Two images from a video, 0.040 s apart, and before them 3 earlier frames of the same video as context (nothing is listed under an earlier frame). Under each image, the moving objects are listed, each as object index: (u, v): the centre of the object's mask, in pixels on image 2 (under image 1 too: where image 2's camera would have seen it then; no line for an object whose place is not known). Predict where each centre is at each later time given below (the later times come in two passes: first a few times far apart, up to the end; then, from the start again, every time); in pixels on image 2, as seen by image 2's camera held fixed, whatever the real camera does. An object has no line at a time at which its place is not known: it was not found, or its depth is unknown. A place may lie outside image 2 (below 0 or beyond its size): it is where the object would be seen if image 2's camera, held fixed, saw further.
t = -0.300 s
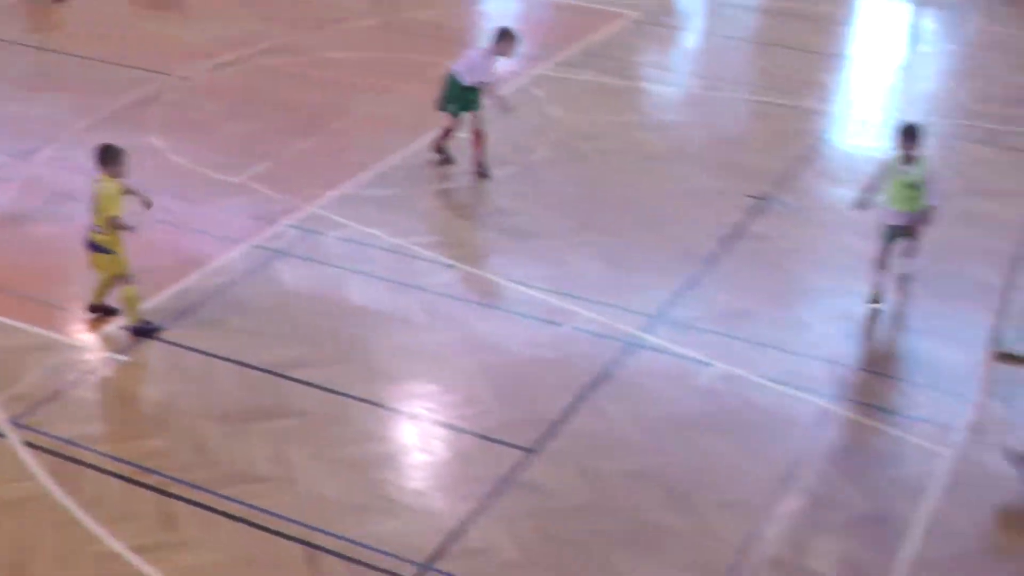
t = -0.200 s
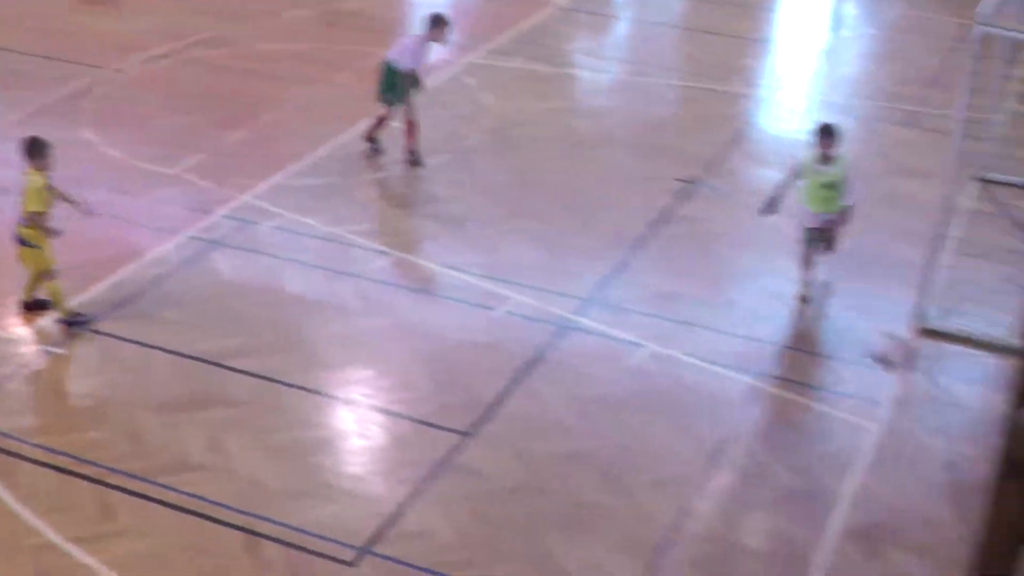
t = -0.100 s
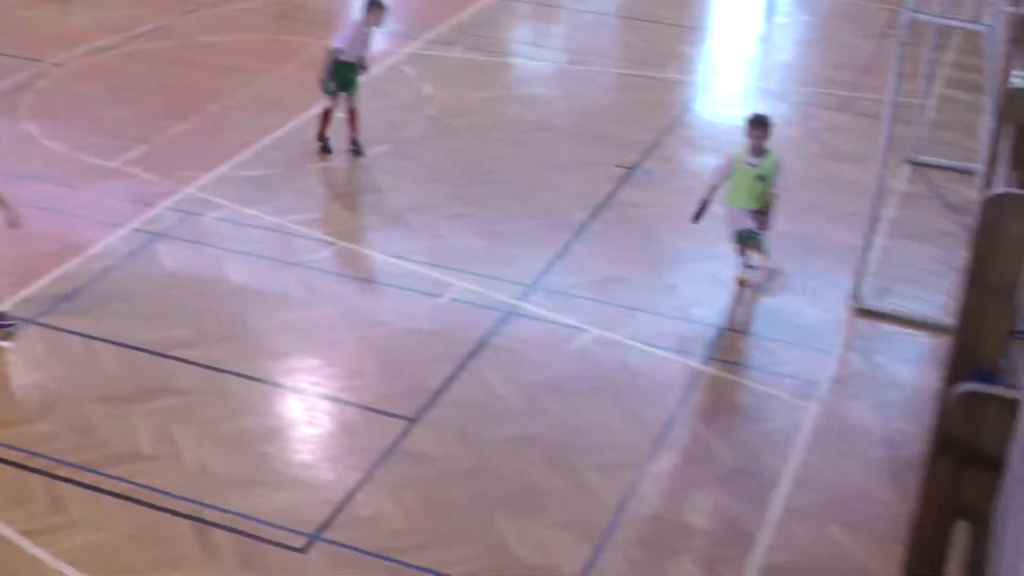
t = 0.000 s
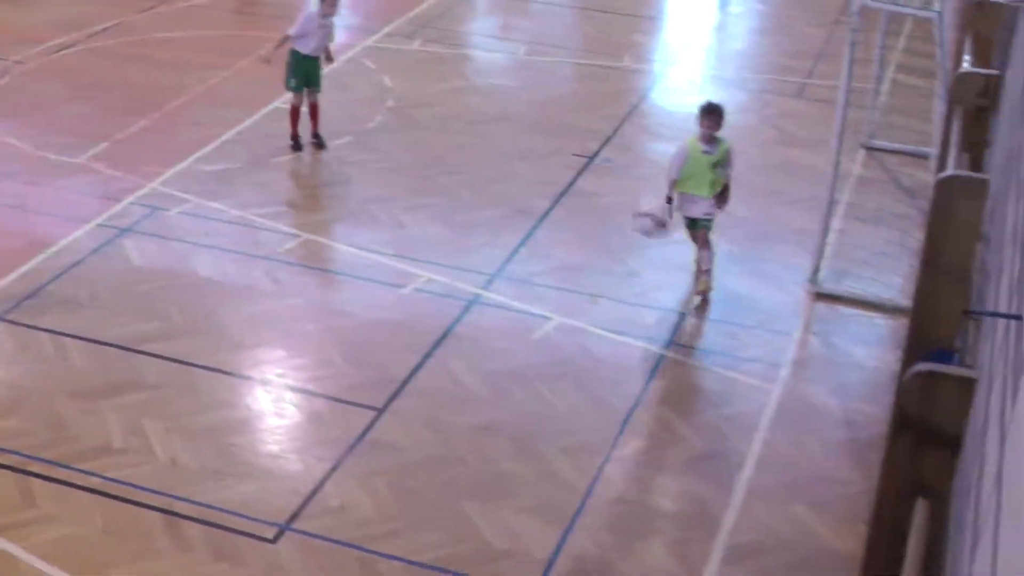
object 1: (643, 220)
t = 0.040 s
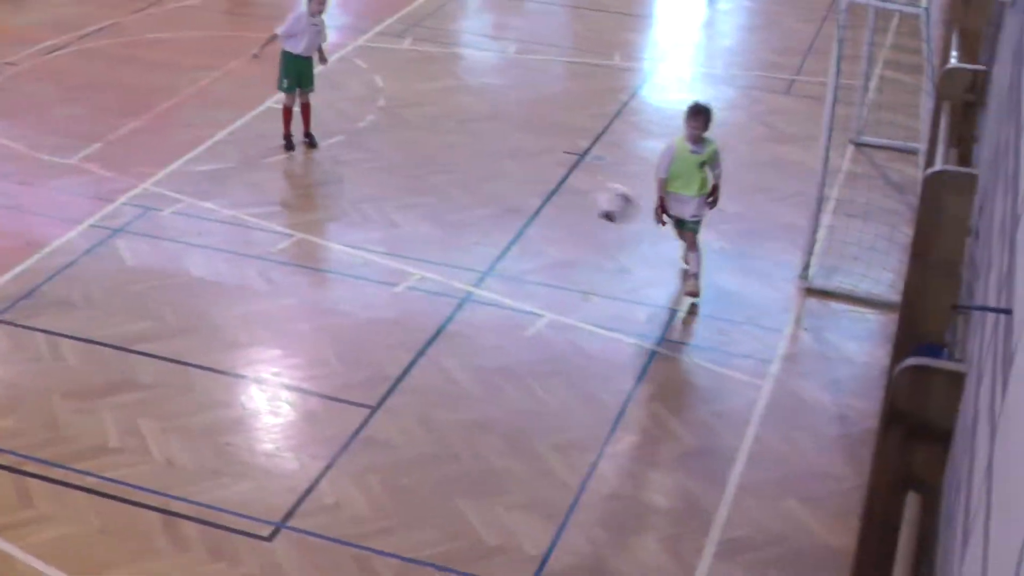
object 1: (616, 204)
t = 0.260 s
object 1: (461, 186)
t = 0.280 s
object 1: (448, 187)
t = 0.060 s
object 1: (603, 198)
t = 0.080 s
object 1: (586, 194)
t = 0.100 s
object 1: (573, 189)
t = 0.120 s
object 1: (557, 186)
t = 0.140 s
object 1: (542, 183)
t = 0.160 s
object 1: (529, 183)
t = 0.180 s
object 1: (514, 184)
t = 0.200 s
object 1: (502, 183)
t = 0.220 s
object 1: (491, 181)
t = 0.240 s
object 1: (474, 185)
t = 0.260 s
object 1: (461, 186)
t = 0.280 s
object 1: (448, 187)
